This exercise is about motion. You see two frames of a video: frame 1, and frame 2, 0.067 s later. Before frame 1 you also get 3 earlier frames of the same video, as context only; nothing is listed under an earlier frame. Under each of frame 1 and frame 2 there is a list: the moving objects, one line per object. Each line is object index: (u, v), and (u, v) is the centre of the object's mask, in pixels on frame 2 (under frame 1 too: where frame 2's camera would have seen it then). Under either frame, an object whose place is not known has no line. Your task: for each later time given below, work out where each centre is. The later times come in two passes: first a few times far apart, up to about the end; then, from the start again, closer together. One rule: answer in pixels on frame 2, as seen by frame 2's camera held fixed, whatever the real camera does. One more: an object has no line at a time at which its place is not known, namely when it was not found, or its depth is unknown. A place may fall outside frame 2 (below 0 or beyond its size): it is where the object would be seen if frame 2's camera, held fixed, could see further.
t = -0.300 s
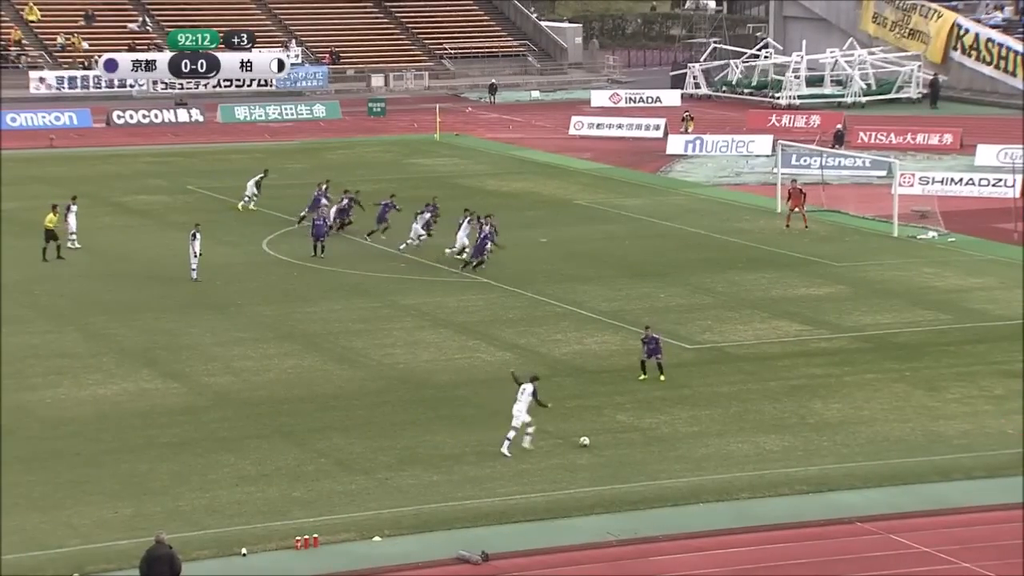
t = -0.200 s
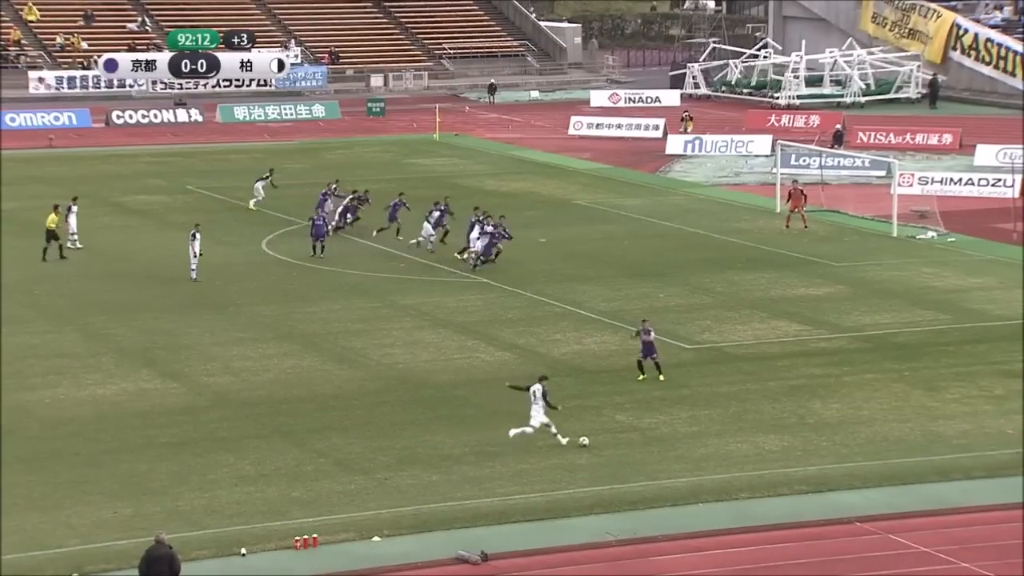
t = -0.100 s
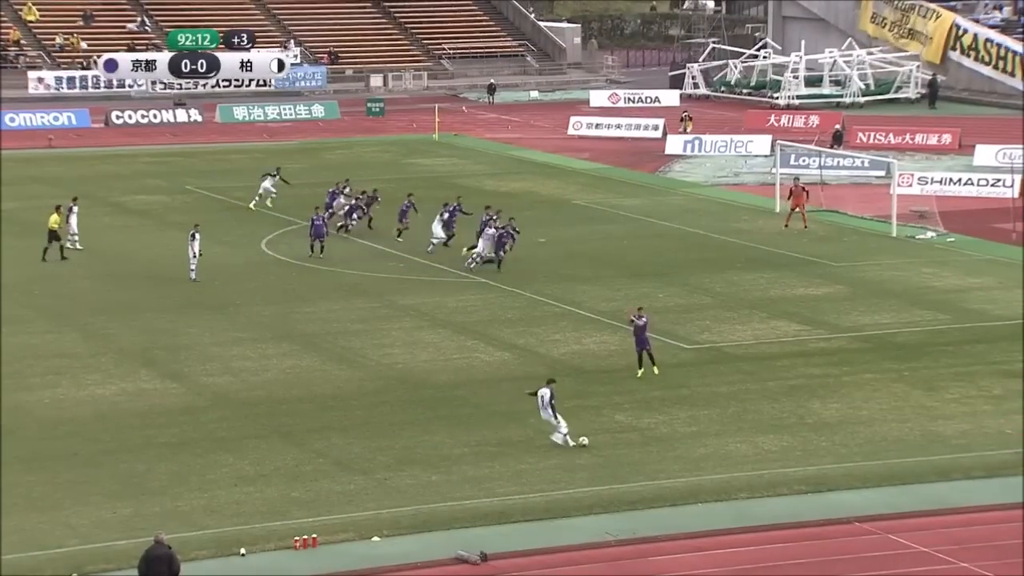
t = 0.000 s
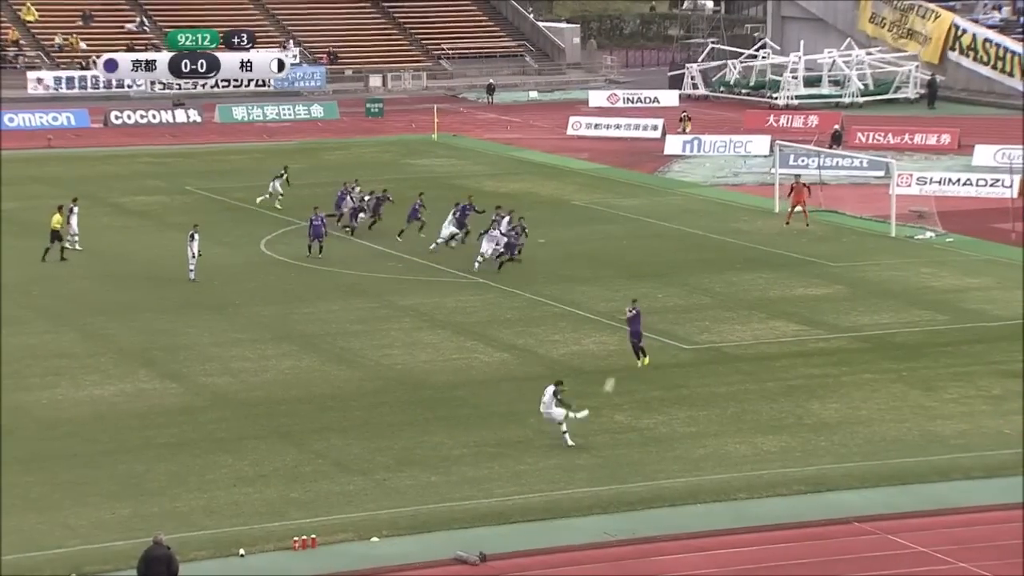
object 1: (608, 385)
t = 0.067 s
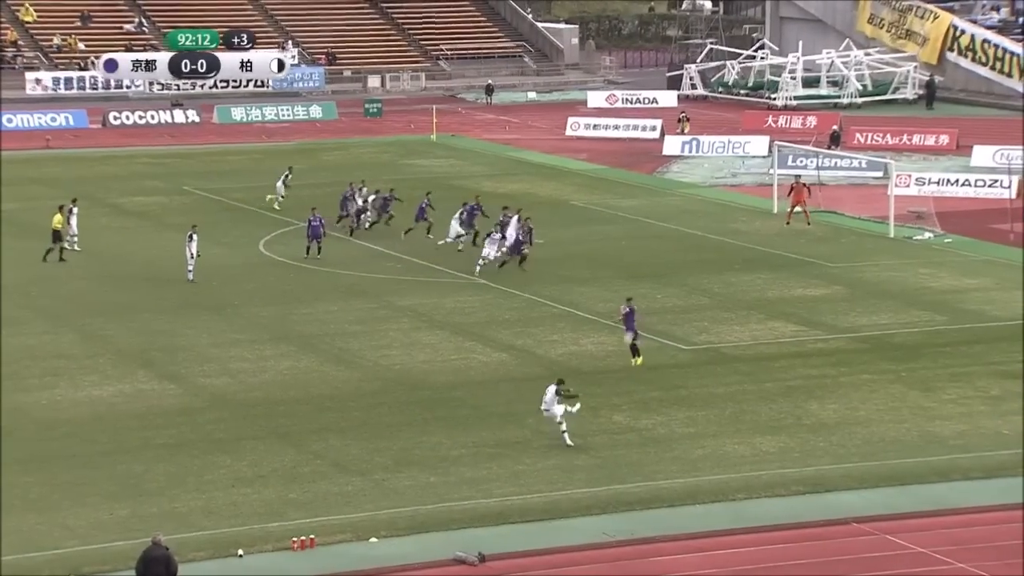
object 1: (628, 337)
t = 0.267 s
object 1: (667, 223)
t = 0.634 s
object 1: (682, 104)
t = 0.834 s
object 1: (674, 71)
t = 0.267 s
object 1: (667, 223)
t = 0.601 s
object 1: (682, 109)
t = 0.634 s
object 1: (682, 104)
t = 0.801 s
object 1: (676, 73)
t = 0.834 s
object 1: (674, 71)
